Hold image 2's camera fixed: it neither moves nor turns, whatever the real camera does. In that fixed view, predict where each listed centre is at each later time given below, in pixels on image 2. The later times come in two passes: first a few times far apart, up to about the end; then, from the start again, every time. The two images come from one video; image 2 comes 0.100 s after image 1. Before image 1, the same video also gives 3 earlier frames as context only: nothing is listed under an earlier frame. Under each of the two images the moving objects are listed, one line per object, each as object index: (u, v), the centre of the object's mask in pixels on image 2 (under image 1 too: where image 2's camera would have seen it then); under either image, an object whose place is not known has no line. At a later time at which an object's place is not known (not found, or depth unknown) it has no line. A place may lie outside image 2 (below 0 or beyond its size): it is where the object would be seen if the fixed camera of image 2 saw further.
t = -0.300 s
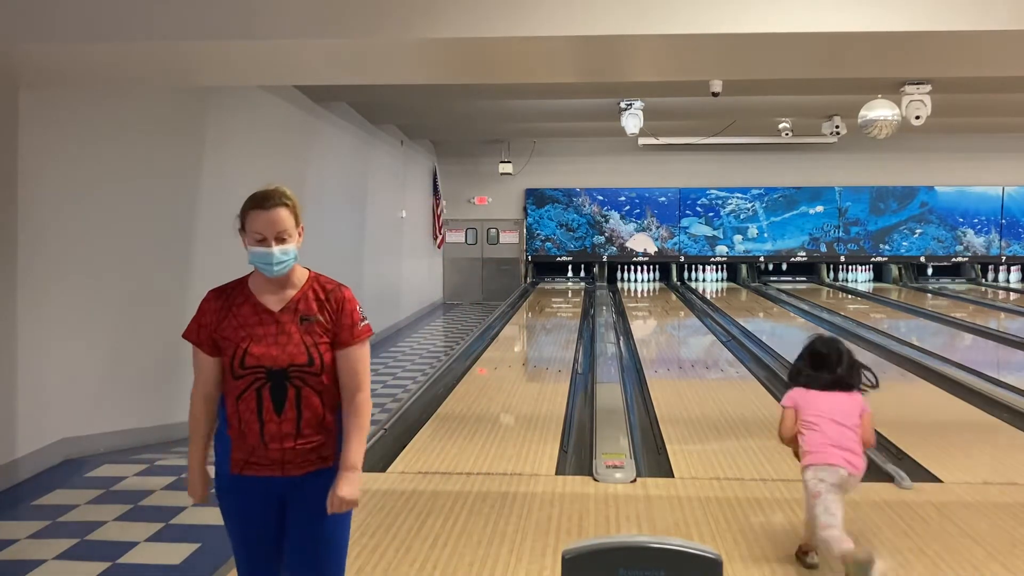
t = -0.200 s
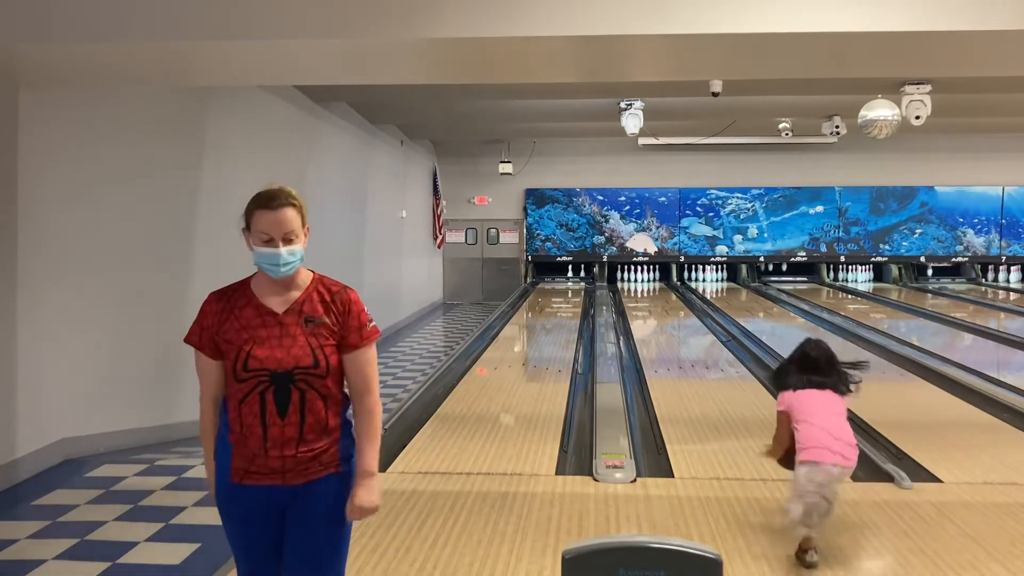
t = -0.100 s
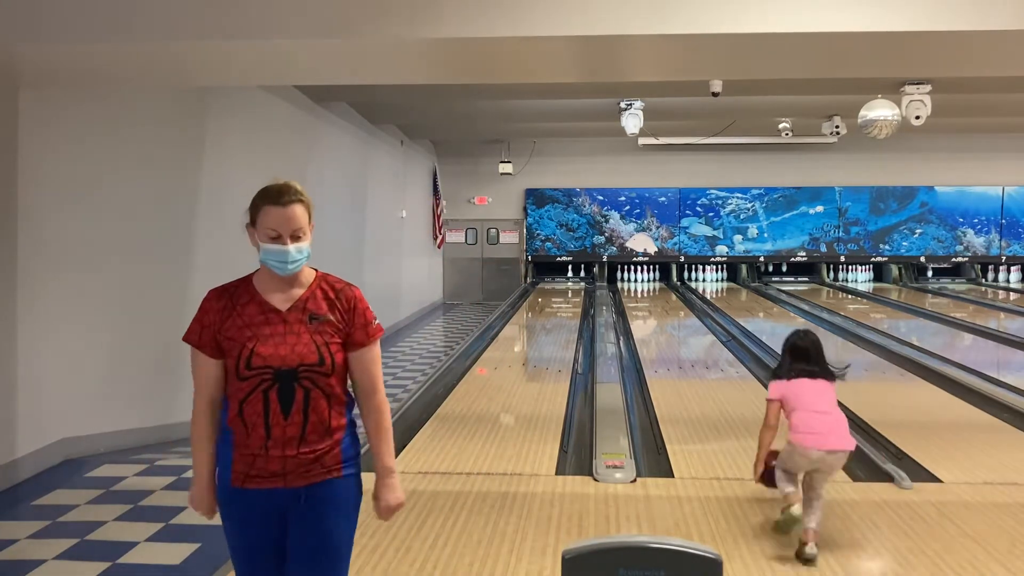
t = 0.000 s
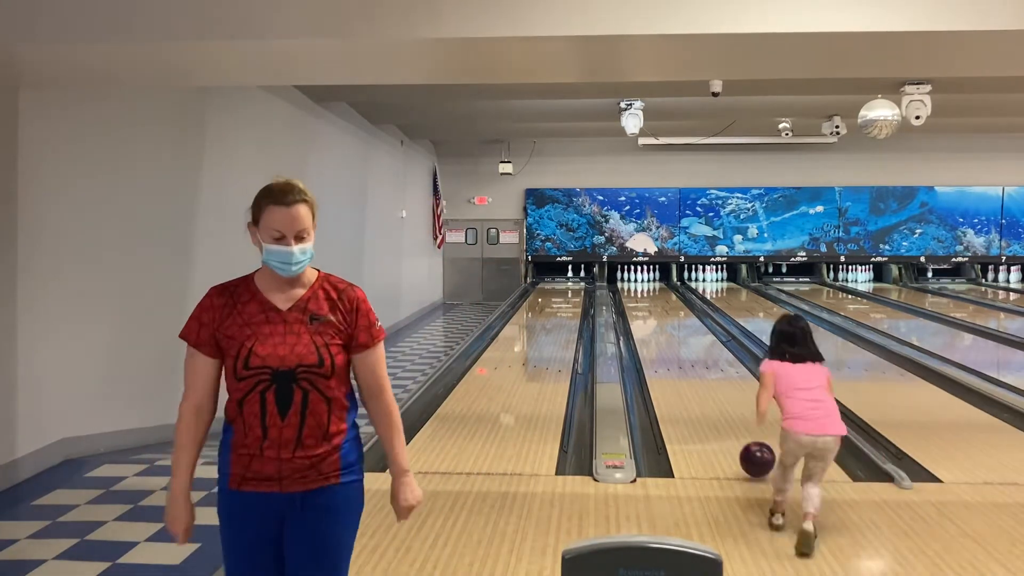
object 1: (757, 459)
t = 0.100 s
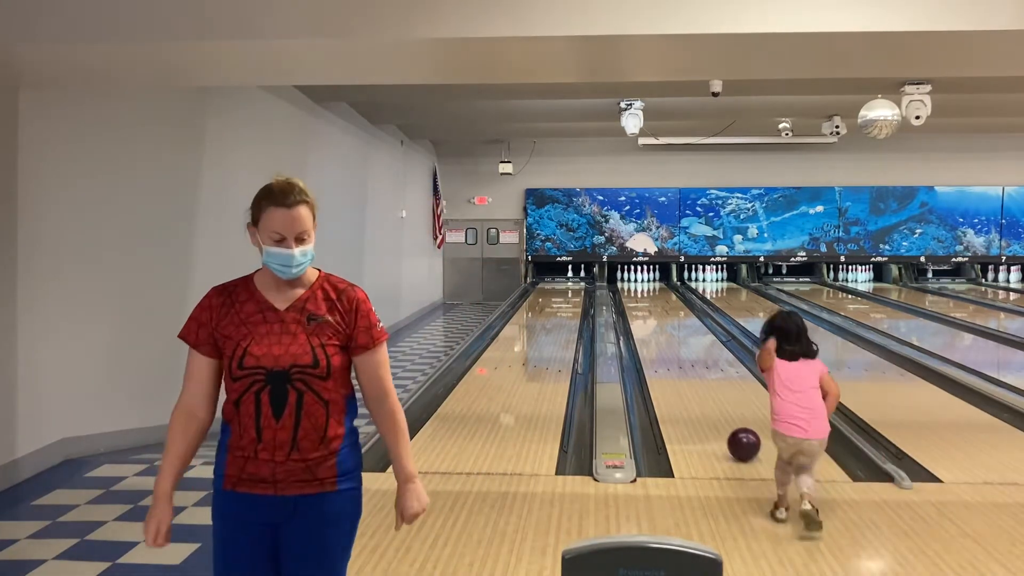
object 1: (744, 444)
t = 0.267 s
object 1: (726, 420)
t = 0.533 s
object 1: (704, 389)
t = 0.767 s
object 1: (690, 369)
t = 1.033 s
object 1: (677, 351)
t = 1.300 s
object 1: (667, 338)
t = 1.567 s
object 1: (659, 326)
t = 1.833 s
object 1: (653, 317)
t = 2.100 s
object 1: (647, 309)
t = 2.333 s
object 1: (643, 303)
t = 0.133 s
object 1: (740, 439)
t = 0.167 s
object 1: (736, 434)
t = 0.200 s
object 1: (732, 429)
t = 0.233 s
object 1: (729, 424)
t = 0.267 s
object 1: (726, 420)
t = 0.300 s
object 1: (722, 415)
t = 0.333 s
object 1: (719, 411)
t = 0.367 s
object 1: (716, 407)
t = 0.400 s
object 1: (714, 403)
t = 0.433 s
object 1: (711, 399)
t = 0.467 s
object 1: (709, 396)
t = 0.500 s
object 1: (706, 393)
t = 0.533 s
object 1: (704, 389)
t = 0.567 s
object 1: (702, 386)
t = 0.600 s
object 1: (699, 383)
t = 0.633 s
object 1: (697, 380)
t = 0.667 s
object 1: (695, 377)
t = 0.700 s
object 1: (693, 374)
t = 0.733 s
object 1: (691, 372)
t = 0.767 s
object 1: (690, 369)
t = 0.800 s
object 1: (688, 366)
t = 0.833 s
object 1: (686, 364)
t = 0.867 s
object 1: (685, 362)
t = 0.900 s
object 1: (683, 360)
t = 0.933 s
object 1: (682, 357)
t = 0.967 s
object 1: (680, 355)
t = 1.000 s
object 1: (678, 353)
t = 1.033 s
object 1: (677, 351)
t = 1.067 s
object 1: (676, 349)
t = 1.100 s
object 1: (674, 348)
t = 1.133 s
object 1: (673, 346)
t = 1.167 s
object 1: (672, 344)
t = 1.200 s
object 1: (671, 342)
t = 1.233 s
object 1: (670, 341)
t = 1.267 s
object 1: (668, 339)
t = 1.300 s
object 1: (667, 338)
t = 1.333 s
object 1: (666, 336)
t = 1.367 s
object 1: (665, 334)
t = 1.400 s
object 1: (664, 333)
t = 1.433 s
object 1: (663, 331)
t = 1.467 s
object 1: (662, 330)
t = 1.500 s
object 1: (661, 329)
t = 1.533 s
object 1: (660, 327)
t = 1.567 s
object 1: (659, 326)
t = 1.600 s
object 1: (659, 325)
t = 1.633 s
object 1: (658, 324)
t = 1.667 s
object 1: (657, 322)
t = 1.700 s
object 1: (656, 321)
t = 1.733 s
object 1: (655, 320)
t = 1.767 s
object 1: (655, 319)
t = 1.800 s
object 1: (654, 318)
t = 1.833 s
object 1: (653, 317)
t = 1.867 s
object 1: (652, 316)
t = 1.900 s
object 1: (651, 315)
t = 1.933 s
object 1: (651, 314)
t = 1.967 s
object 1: (650, 313)
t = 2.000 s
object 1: (649, 312)
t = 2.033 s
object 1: (649, 311)
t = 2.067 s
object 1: (648, 310)
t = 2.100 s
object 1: (647, 309)
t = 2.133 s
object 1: (647, 308)
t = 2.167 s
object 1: (647, 308)
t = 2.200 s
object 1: (646, 307)
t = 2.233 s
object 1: (645, 306)
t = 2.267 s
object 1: (644, 305)
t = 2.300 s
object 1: (644, 304)
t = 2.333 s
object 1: (643, 303)
